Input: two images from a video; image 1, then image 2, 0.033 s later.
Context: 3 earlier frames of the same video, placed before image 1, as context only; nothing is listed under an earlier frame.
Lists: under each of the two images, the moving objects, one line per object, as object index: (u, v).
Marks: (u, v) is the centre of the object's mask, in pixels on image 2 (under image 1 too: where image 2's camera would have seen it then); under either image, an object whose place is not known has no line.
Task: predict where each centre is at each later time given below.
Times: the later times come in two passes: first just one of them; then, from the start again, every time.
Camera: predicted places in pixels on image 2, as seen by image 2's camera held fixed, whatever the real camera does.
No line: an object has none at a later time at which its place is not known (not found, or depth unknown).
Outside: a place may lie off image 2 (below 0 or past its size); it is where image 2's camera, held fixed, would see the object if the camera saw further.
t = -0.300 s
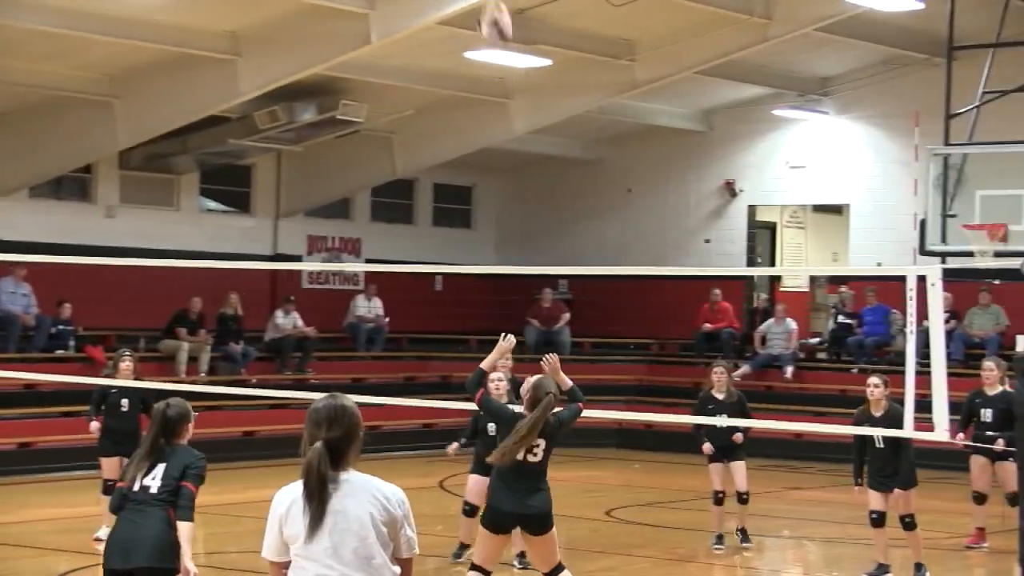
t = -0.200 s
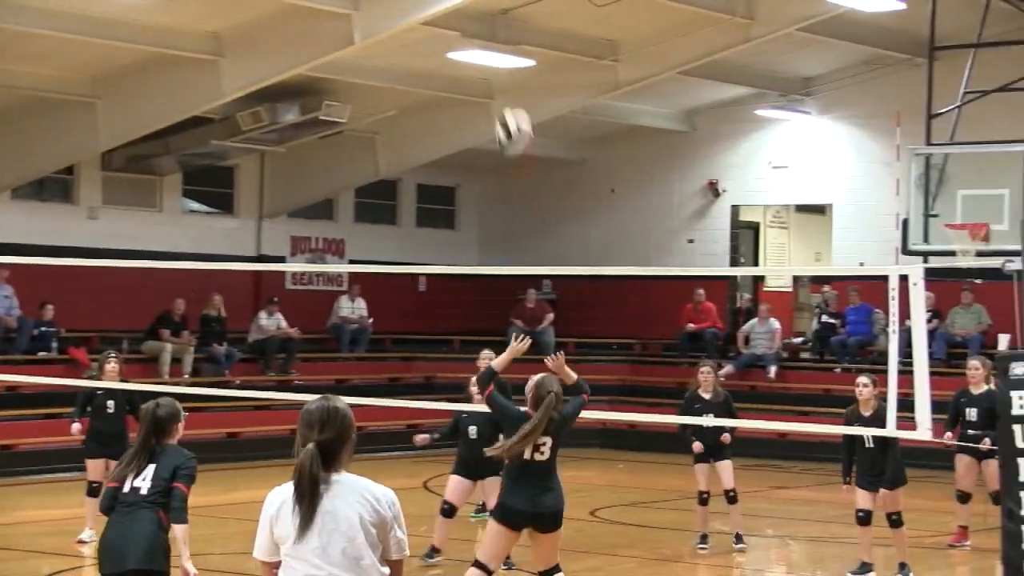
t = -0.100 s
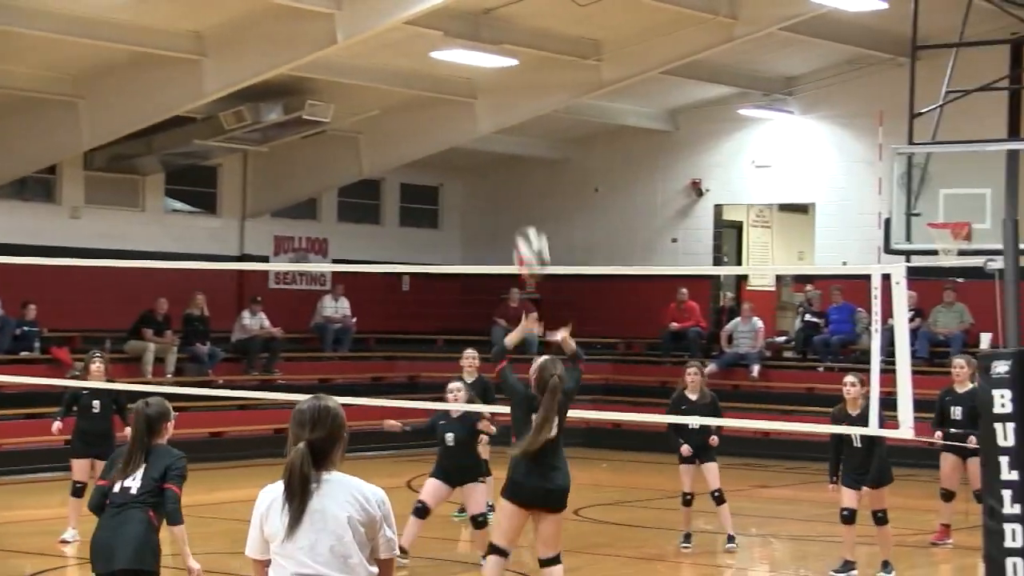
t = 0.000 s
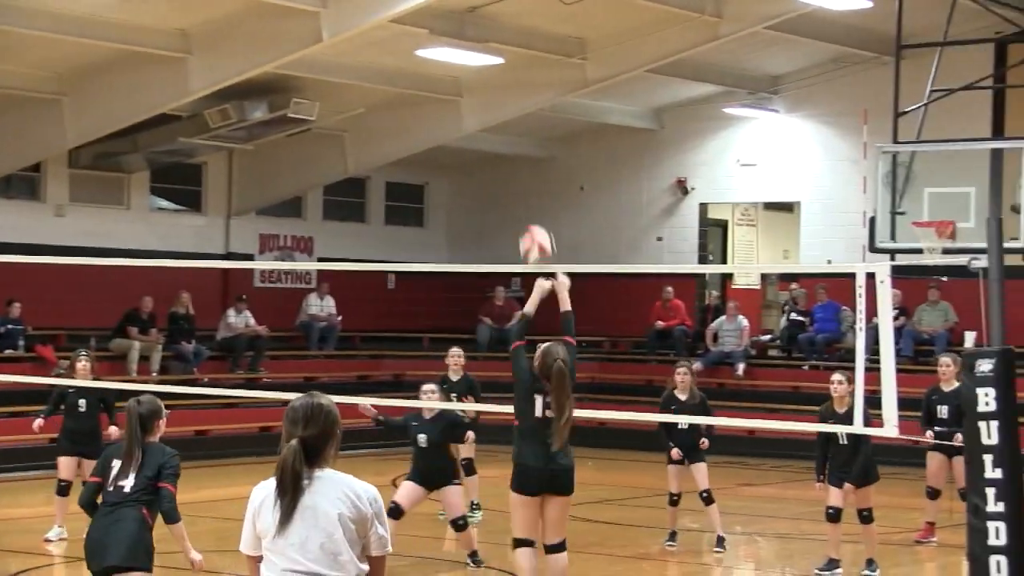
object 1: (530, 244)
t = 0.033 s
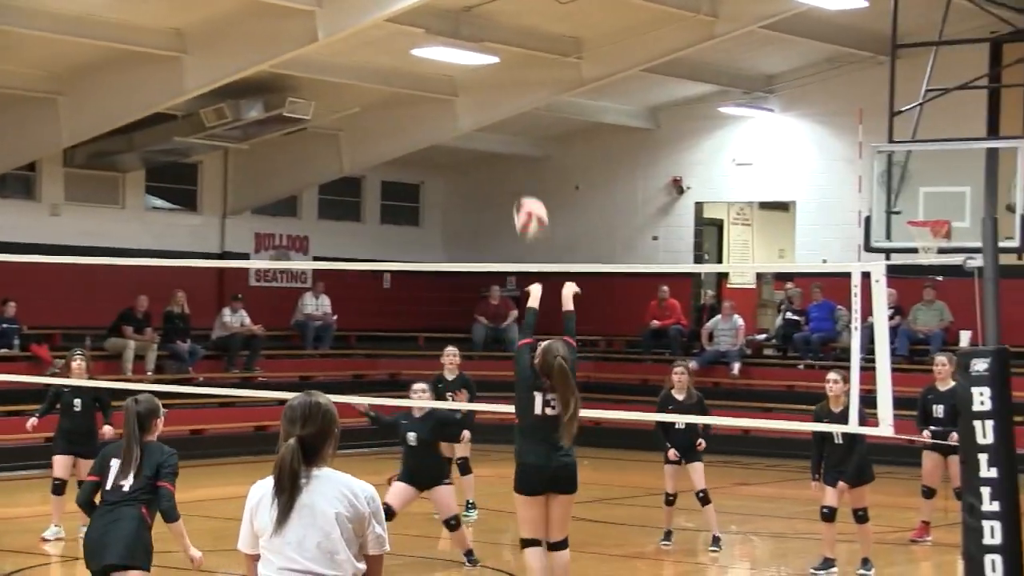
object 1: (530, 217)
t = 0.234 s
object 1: (518, 87)
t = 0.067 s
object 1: (529, 191)
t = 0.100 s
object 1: (528, 166)
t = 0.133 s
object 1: (526, 144)
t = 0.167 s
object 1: (523, 122)
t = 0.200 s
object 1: (521, 104)
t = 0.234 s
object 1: (518, 87)
